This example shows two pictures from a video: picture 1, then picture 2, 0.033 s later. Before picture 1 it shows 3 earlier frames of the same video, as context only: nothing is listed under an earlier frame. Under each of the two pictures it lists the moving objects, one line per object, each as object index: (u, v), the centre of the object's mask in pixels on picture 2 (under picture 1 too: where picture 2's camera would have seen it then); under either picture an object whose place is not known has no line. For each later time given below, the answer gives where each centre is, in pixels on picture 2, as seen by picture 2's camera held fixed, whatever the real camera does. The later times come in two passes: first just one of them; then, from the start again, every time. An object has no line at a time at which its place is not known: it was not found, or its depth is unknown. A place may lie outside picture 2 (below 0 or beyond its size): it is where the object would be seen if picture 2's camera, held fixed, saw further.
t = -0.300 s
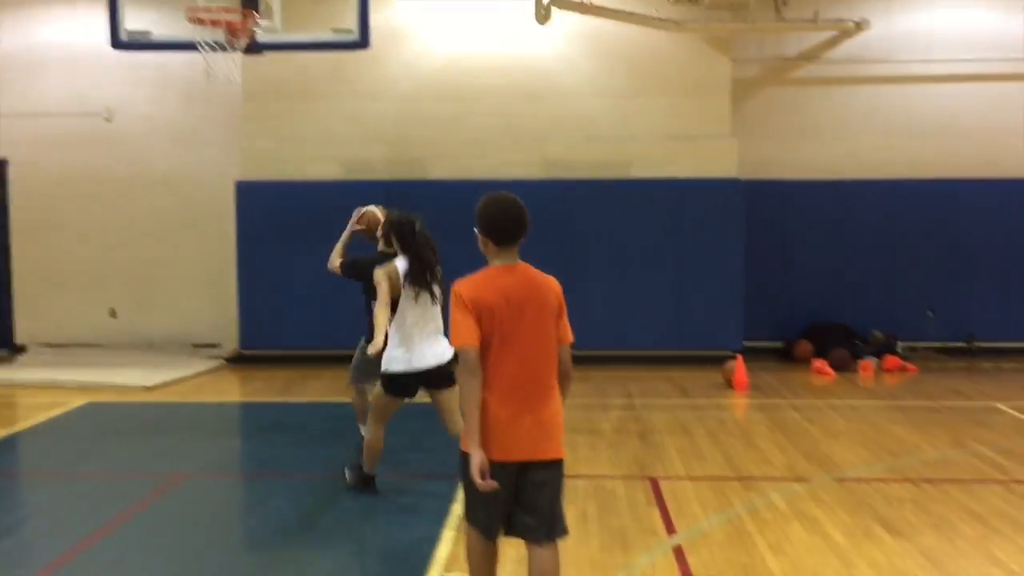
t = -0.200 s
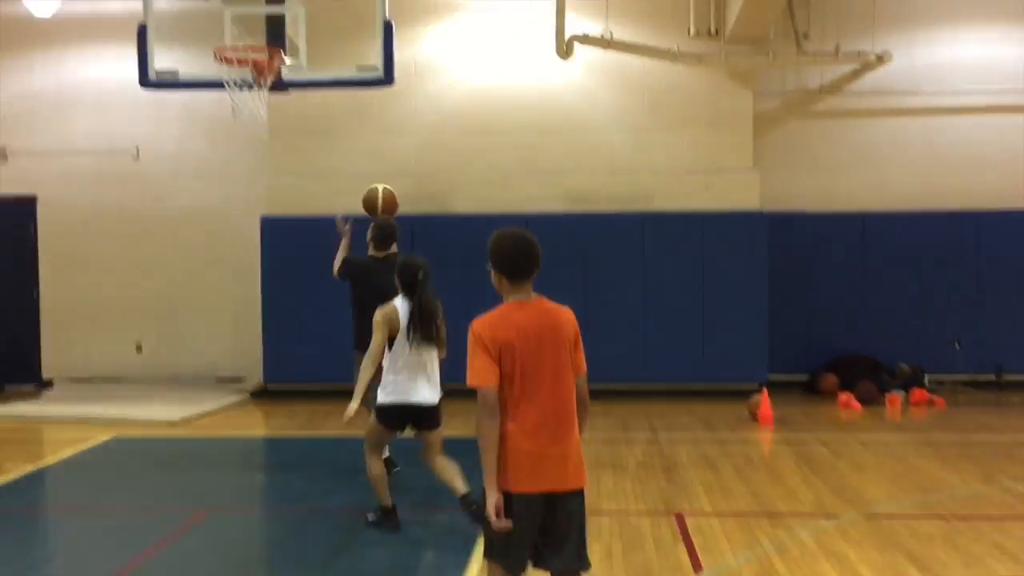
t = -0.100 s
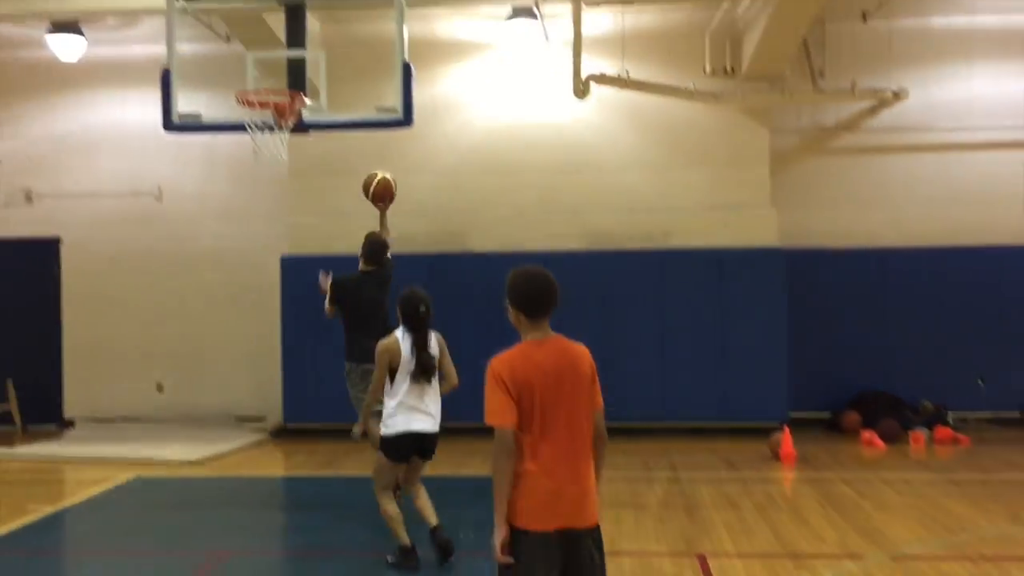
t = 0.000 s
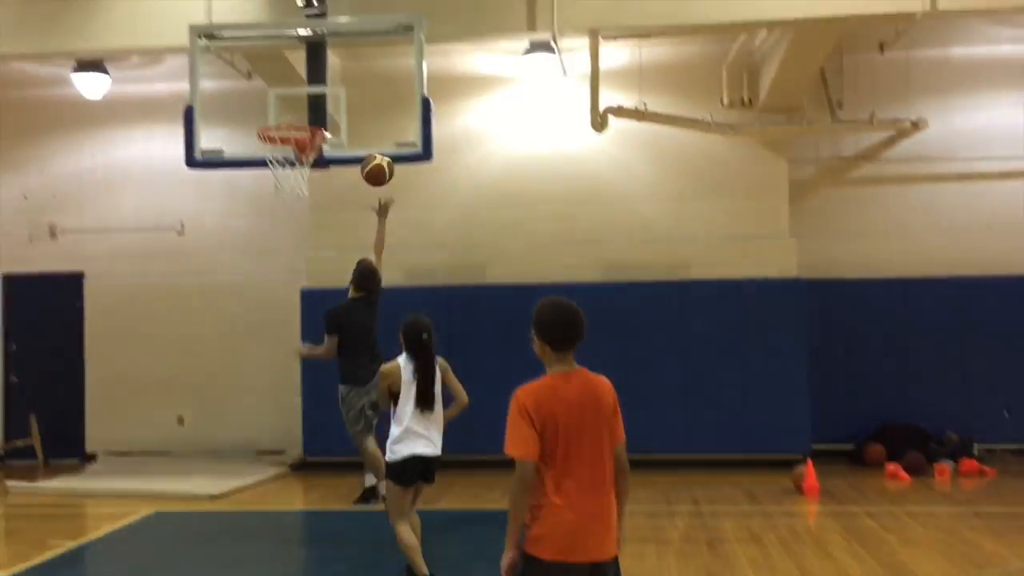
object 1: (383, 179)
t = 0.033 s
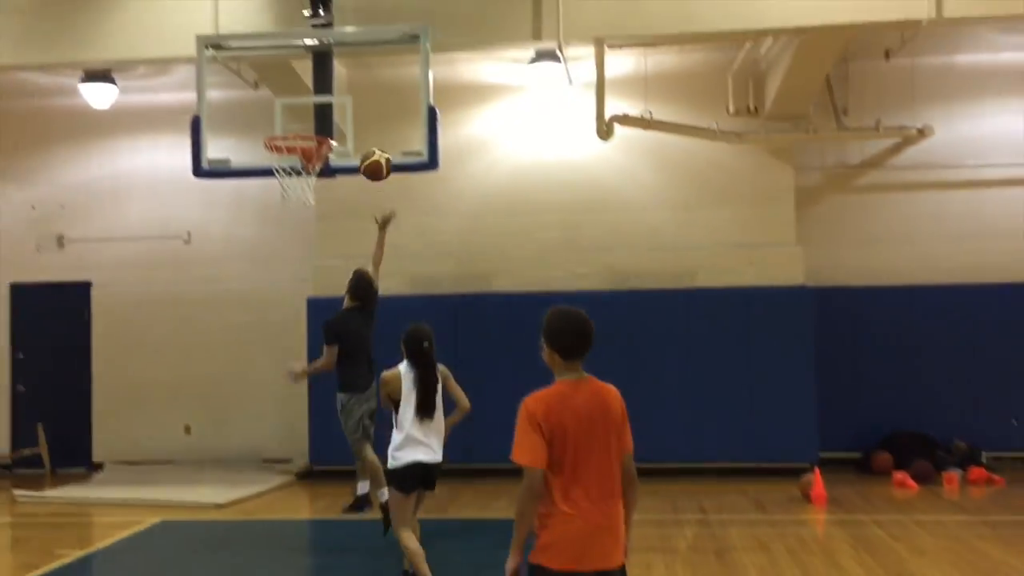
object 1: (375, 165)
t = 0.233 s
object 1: (336, 115)
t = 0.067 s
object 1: (369, 152)
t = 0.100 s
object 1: (362, 142)
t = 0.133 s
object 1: (355, 133)
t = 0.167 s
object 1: (349, 125)
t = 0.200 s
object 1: (342, 119)
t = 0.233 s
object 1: (336, 115)
